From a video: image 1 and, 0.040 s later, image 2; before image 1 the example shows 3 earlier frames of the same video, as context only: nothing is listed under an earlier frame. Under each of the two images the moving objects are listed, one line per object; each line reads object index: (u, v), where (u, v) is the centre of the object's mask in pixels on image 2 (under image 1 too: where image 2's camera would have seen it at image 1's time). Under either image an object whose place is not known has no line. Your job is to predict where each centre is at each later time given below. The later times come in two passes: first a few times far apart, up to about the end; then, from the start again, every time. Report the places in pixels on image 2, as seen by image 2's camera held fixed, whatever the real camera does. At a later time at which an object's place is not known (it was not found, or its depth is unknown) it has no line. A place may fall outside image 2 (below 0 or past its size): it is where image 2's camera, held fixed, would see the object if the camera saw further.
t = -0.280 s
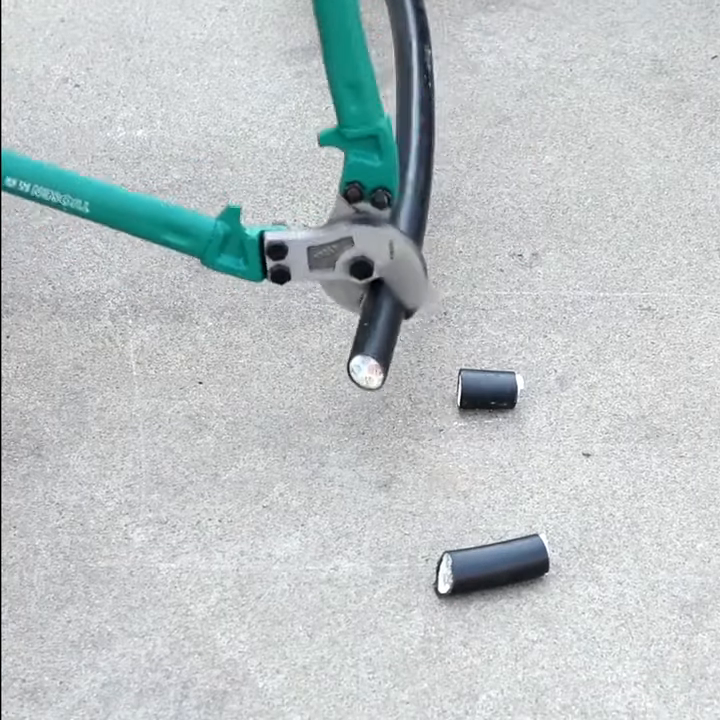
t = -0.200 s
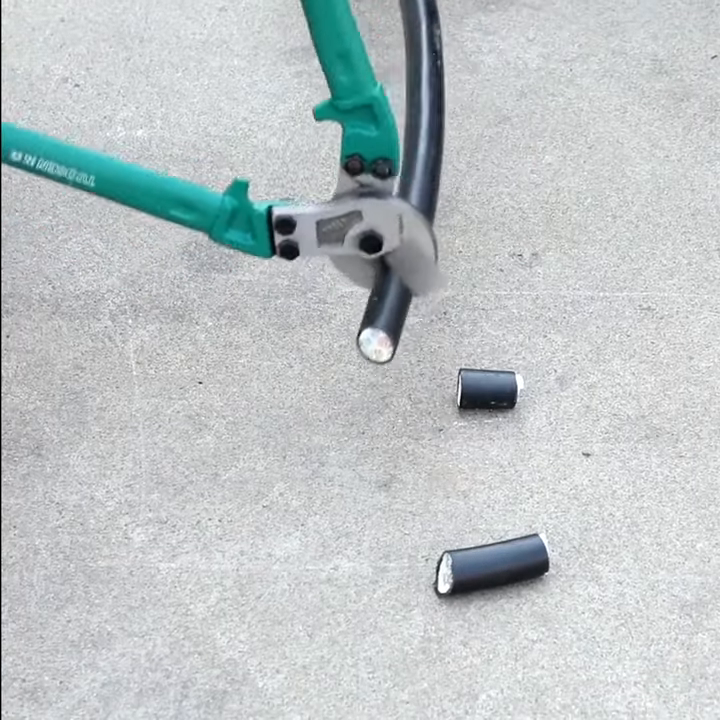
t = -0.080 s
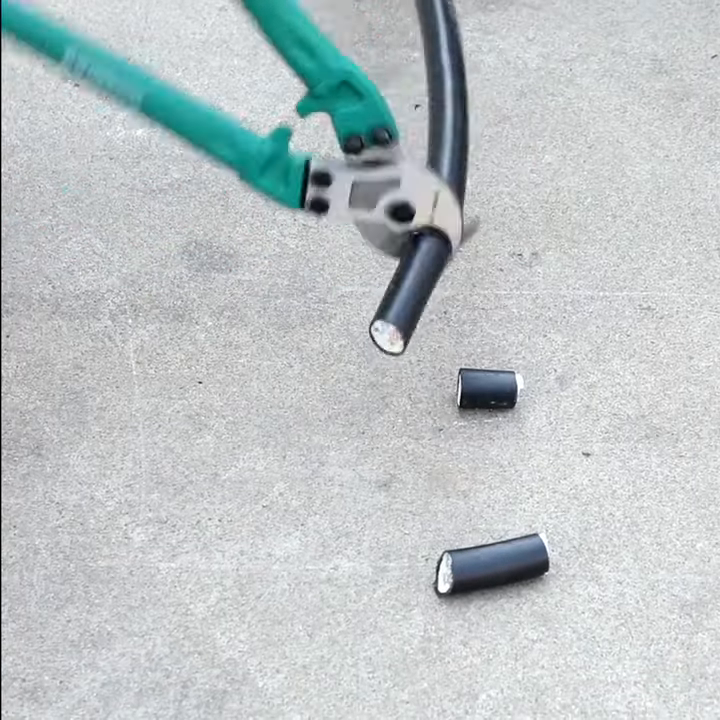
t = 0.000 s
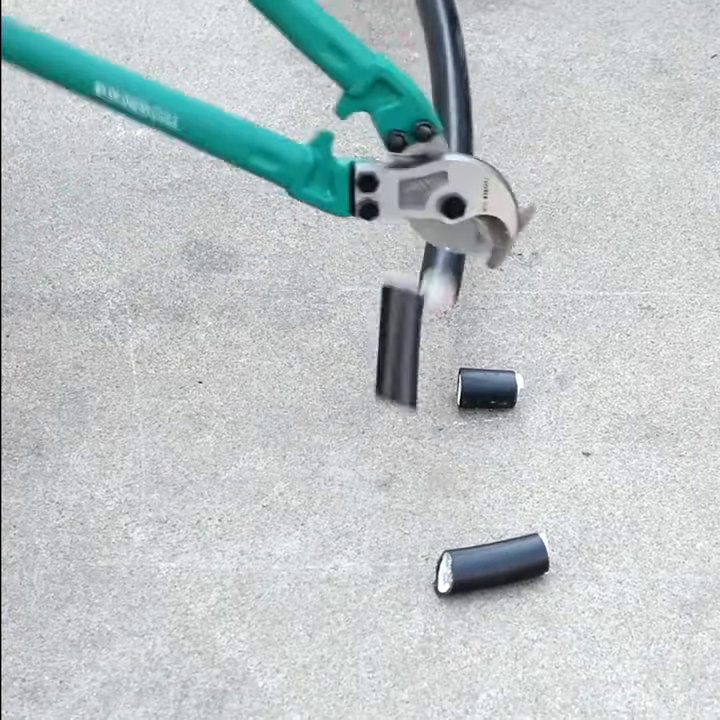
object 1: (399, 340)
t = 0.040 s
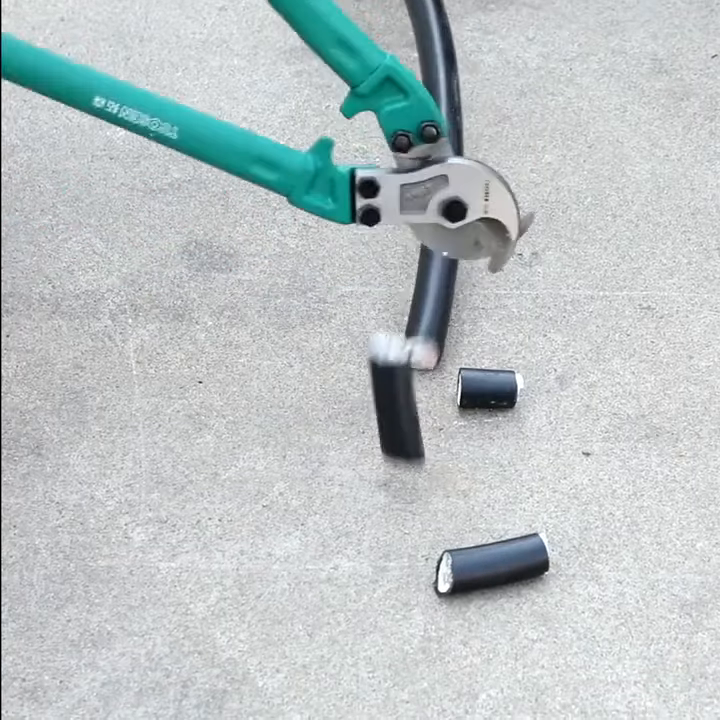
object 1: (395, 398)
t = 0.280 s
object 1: (327, 512)
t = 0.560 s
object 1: (369, 552)
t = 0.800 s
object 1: (385, 566)
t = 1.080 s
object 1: (385, 567)
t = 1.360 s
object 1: (386, 567)
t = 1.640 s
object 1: (385, 567)
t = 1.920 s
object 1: (386, 567)
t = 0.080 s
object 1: (380, 450)
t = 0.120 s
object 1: (351, 477)
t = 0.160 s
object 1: (329, 505)
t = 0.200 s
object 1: (323, 502)
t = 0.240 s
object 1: (320, 507)
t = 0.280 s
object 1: (327, 512)
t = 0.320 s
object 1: (341, 519)
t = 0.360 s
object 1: (358, 532)
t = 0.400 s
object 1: (356, 537)
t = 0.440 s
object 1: (359, 542)
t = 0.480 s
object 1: (363, 545)
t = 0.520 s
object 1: (366, 549)
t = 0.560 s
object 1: (369, 552)
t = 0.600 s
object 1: (372, 553)
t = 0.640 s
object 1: (374, 556)
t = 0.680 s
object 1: (377, 558)
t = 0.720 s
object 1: (381, 560)
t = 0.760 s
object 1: (383, 563)
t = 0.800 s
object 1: (385, 566)
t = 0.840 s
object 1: (386, 567)
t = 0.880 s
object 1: (386, 567)
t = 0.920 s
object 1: (386, 567)
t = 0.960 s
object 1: (386, 567)
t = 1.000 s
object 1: (386, 567)
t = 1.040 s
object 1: (386, 567)
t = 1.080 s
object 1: (385, 567)
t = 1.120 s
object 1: (385, 567)
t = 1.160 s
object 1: (386, 567)
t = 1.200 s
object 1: (385, 567)
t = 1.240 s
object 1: (386, 567)
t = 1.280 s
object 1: (386, 567)
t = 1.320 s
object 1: (386, 567)
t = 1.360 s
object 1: (386, 567)
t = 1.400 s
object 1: (386, 567)
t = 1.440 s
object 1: (386, 567)
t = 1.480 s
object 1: (386, 567)
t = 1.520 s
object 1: (386, 567)
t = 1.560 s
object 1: (386, 567)
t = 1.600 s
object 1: (386, 567)
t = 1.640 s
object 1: (385, 567)
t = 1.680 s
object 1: (386, 567)
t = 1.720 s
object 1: (386, 567)
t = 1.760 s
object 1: (386, 567)
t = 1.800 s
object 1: (386, 567)
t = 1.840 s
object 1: (386, 567)
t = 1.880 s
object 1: (386, 567)
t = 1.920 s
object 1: (386, 567)
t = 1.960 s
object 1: (386, 567)
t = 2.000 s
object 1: (386, 567)
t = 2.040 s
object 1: (386, 567)
